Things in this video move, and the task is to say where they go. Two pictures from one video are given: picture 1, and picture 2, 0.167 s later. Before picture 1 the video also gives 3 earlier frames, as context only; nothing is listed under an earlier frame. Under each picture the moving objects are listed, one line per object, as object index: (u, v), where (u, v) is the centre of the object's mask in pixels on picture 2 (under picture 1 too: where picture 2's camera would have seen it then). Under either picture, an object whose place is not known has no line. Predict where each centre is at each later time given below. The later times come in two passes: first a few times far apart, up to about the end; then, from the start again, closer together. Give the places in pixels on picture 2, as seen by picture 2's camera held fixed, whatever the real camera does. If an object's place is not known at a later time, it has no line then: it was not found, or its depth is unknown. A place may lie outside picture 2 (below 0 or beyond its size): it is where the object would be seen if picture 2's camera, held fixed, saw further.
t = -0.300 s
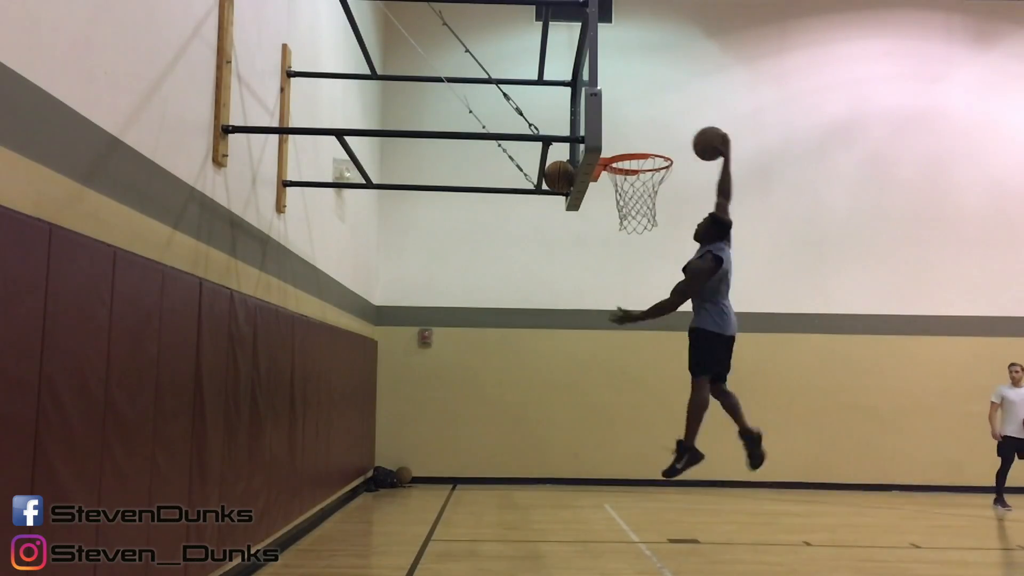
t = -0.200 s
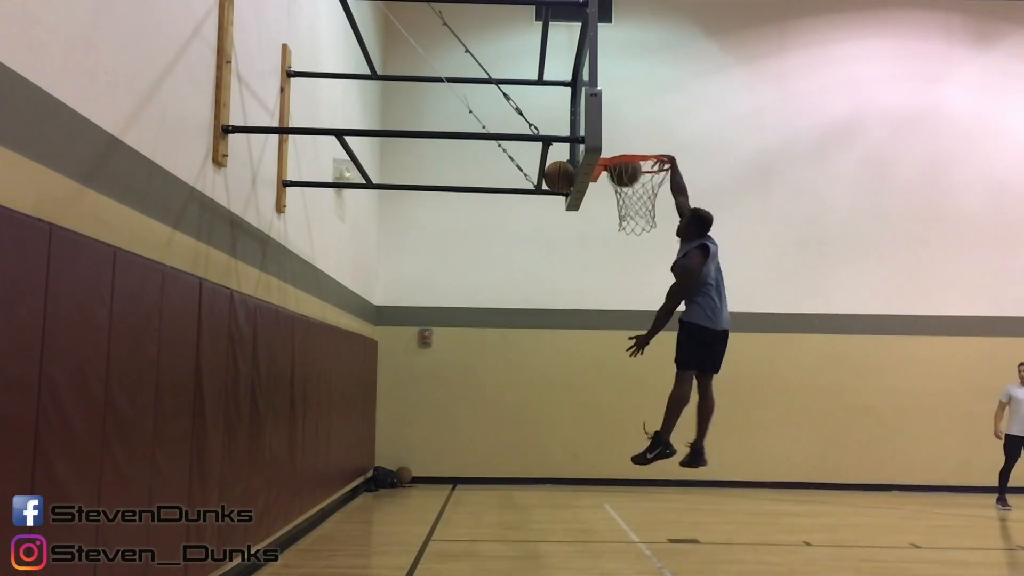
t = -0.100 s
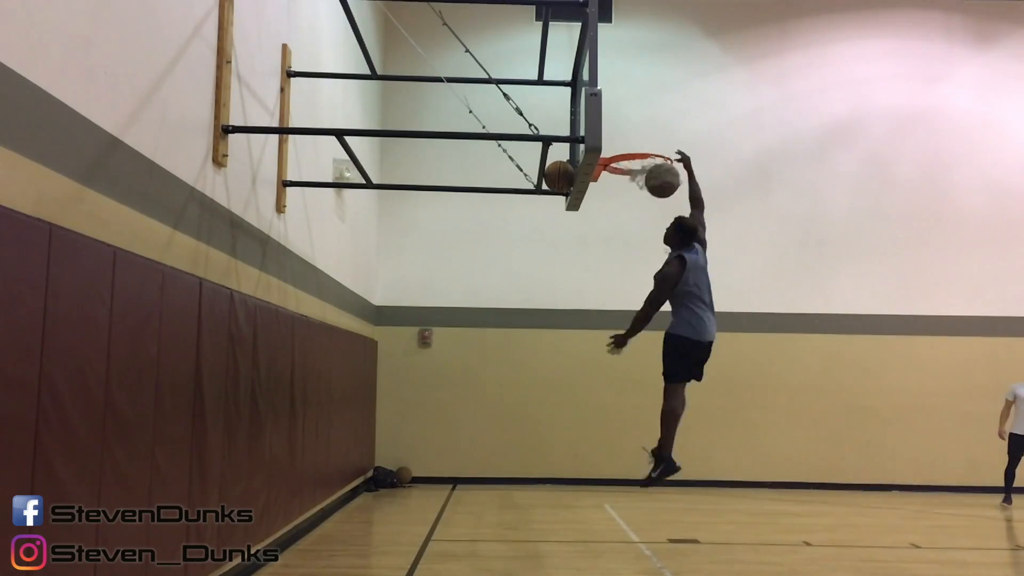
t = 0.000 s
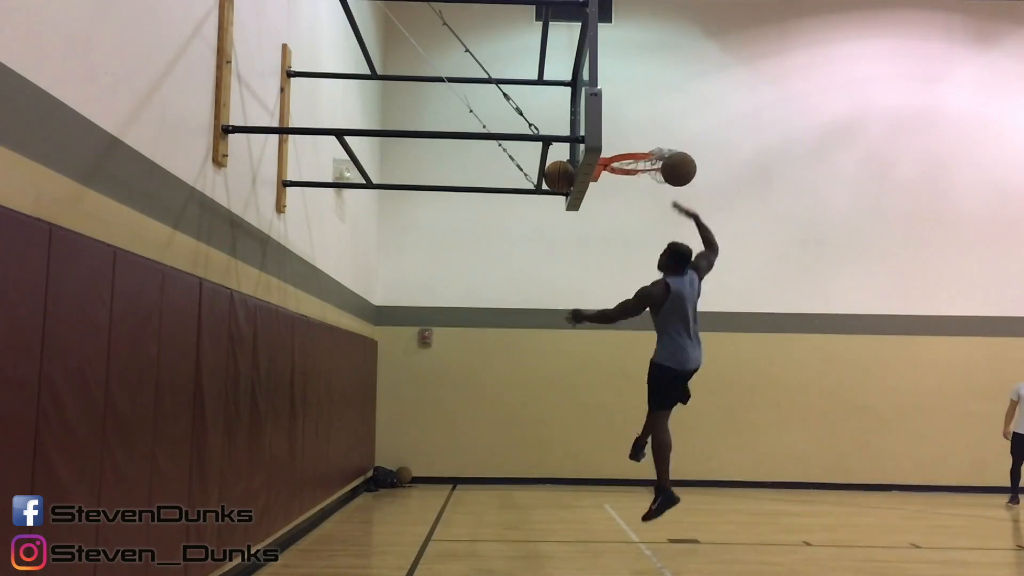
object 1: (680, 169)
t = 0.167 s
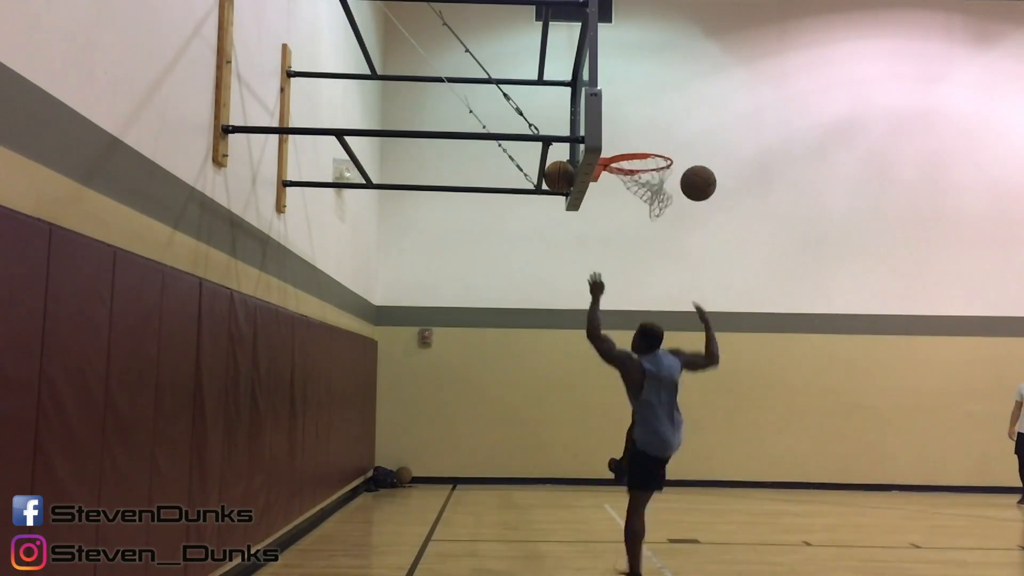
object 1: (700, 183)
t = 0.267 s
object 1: (716, 210)
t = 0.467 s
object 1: (738, 311)
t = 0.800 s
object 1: (781, 566)
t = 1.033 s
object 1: (775, 414)
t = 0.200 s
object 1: (704, 190)
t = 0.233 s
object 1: (711, 200)
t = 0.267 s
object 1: (716, 210)
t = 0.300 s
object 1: (720, 222)
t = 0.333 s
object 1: (723, 236)
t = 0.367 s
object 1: (728, 252)
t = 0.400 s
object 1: (732, 270)
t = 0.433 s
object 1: (734, 290)
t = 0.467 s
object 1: (738, 311)
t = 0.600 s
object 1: (757, 415)
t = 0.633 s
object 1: (765, 447)
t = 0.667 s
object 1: (767, 481)
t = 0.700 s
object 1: (772, 517)
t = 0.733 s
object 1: (777, 555)
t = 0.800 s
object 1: (781, 566)
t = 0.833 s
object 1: (781, 544)
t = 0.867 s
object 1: (780, 517)
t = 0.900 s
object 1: (783, 492)
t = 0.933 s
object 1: (778, 470)
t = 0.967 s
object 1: (777, 449)
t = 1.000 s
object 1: (779, 430)
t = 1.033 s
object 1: (775, 414)
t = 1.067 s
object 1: (774, 399)
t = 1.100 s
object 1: (777, 385)
